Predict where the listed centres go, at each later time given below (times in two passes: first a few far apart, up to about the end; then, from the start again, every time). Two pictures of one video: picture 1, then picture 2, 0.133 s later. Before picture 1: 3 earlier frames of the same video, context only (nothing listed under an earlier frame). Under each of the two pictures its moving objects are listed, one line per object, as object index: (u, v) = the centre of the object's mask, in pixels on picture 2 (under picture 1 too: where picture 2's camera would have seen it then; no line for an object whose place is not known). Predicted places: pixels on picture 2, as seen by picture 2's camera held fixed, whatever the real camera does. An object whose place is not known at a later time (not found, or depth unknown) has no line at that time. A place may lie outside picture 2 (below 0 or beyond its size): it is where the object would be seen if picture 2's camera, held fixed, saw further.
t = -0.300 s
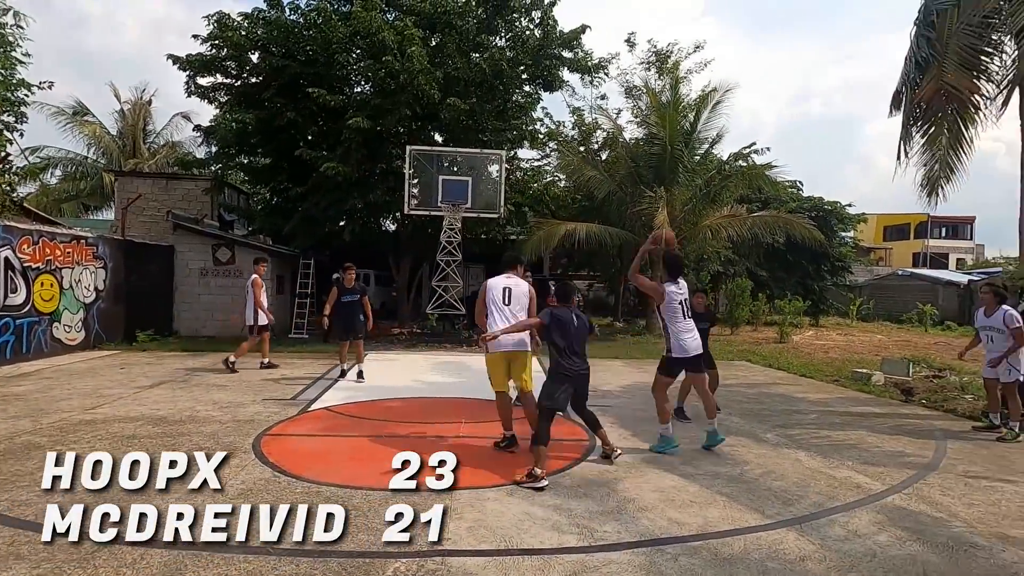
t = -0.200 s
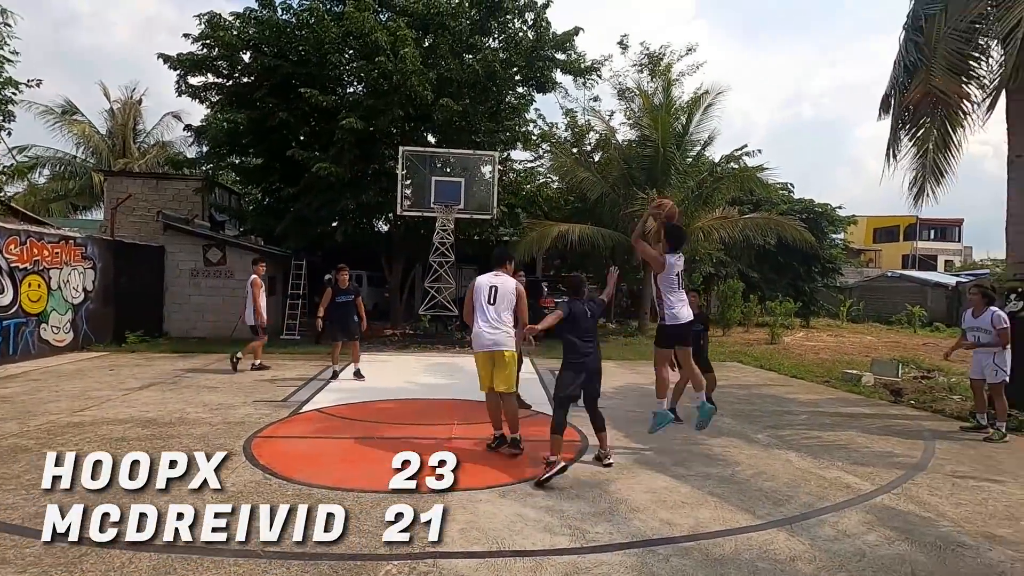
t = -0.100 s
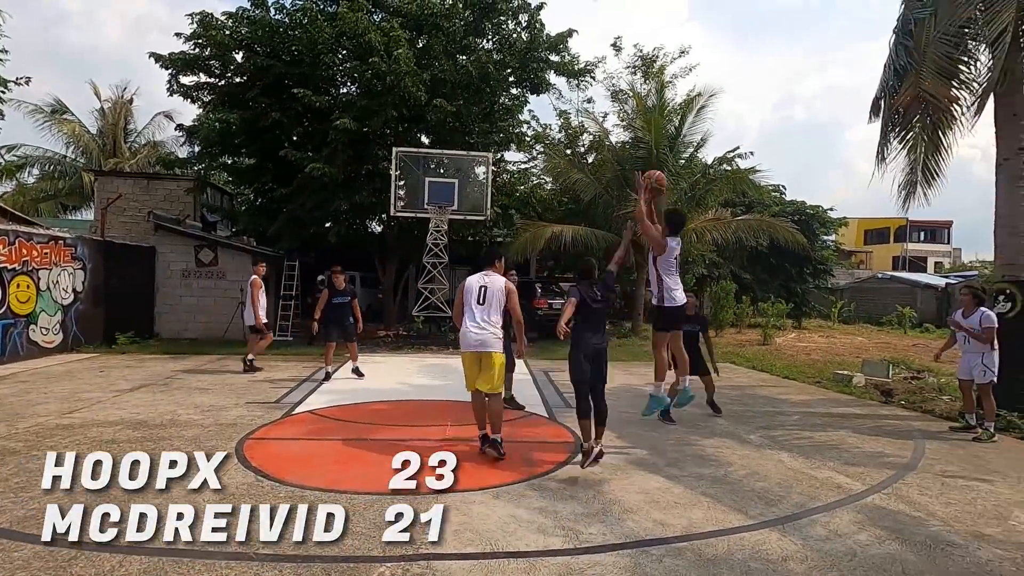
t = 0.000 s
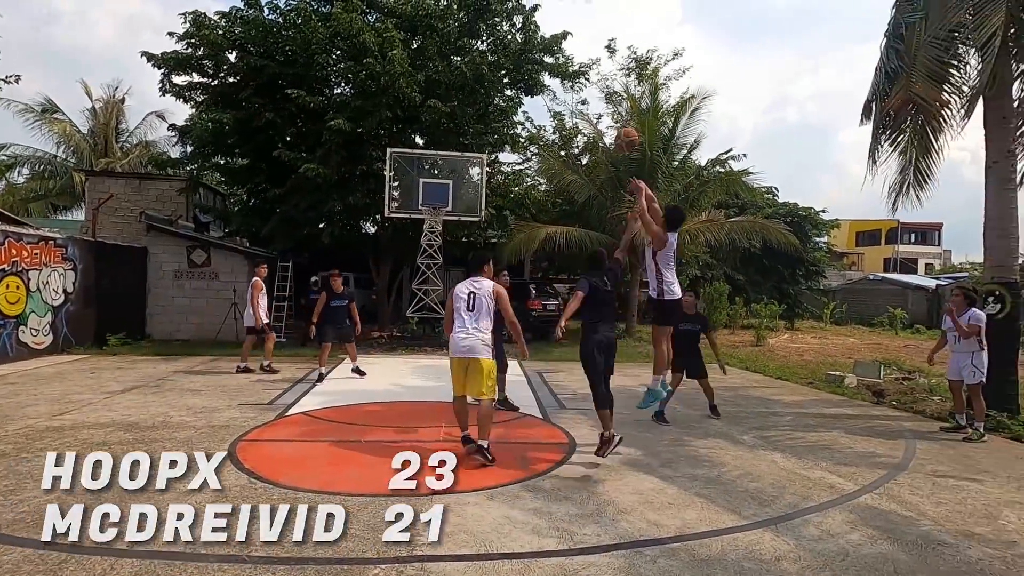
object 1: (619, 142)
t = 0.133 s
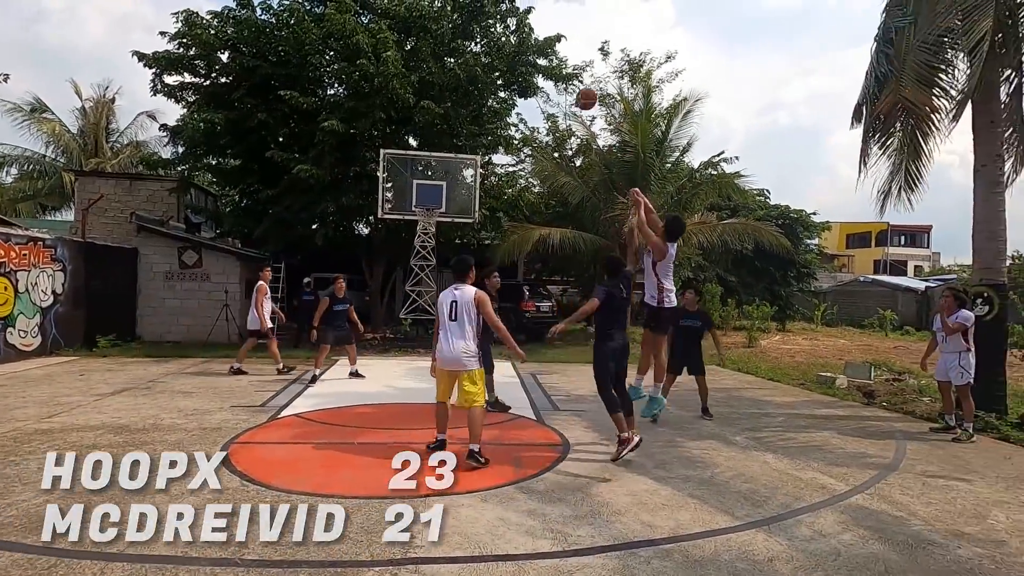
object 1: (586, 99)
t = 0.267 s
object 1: (558, 77)
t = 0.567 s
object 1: (507, 81)
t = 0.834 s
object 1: (470, 129)
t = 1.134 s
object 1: (449, 201)
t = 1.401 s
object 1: (501, 211)
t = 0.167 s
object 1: (577, 91)
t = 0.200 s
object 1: (572, 85)
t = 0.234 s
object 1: (565, 81)
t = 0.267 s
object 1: (558, 77)
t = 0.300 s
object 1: (552, 75)
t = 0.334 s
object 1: (545, 72)
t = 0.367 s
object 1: (539, 71)
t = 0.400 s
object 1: (533, 71)
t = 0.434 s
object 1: (528, 71)
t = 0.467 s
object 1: (523, 72)
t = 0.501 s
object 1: (517, 74)
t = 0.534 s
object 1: (512, 78)
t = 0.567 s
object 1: (507, 81)
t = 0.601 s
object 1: (502, 85)
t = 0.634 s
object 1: (497, 89)
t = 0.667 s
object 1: (492, 95)
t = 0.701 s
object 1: (487, 101)
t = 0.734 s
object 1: (484, 108)
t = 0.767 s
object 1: (479, 115)
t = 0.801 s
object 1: (475, 123)
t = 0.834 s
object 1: (470, 129)
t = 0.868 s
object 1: (466, 138)
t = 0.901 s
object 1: (462, 146)
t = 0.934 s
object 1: (459, 154)
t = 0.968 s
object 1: (454, 165)
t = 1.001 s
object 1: (451, 173)
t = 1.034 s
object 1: (447, 184)
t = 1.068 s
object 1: (443, 195)
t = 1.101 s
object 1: (443, 202)
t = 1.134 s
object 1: (449, 201)
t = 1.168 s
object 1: (455, 199)
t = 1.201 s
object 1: (463, 197)
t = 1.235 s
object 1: (469, 197)
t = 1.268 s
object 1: (475, 200)
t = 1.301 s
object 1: (482, 202)
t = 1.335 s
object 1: (488, 204)
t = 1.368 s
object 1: (495, 207)
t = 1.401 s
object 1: (501, 211)
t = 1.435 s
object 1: (507, 215)
